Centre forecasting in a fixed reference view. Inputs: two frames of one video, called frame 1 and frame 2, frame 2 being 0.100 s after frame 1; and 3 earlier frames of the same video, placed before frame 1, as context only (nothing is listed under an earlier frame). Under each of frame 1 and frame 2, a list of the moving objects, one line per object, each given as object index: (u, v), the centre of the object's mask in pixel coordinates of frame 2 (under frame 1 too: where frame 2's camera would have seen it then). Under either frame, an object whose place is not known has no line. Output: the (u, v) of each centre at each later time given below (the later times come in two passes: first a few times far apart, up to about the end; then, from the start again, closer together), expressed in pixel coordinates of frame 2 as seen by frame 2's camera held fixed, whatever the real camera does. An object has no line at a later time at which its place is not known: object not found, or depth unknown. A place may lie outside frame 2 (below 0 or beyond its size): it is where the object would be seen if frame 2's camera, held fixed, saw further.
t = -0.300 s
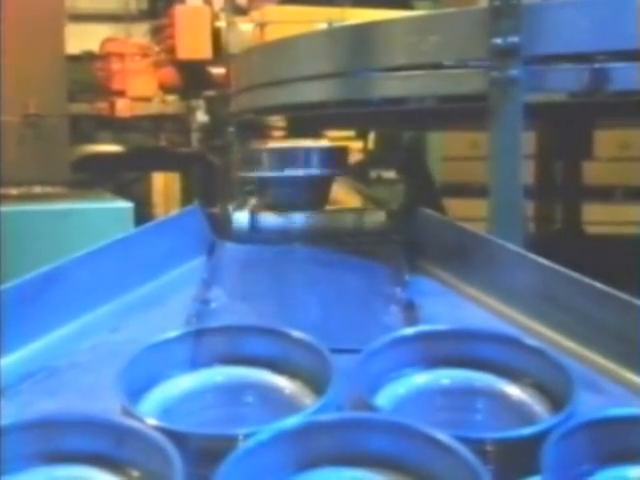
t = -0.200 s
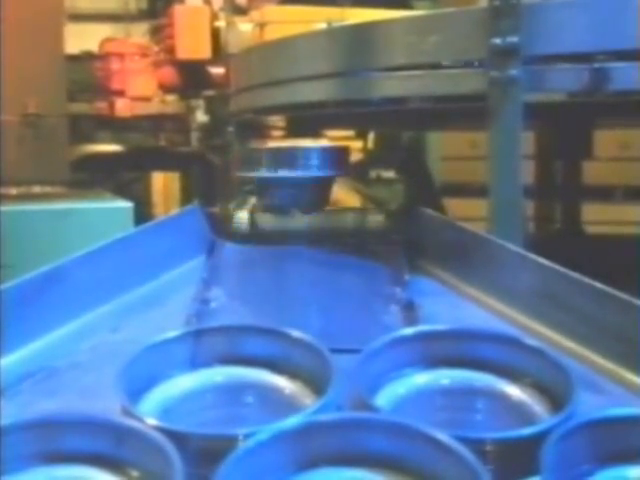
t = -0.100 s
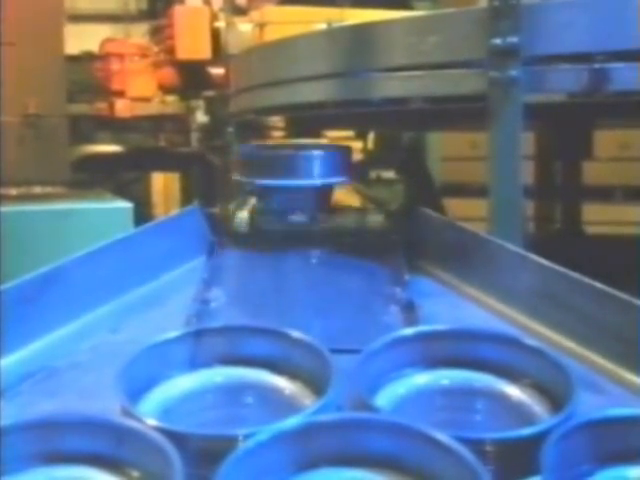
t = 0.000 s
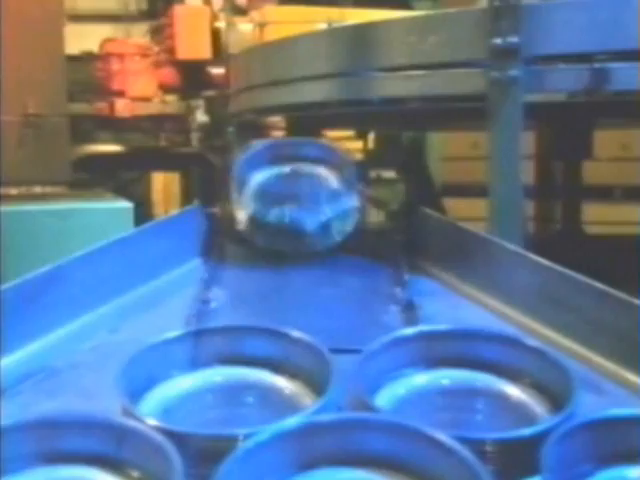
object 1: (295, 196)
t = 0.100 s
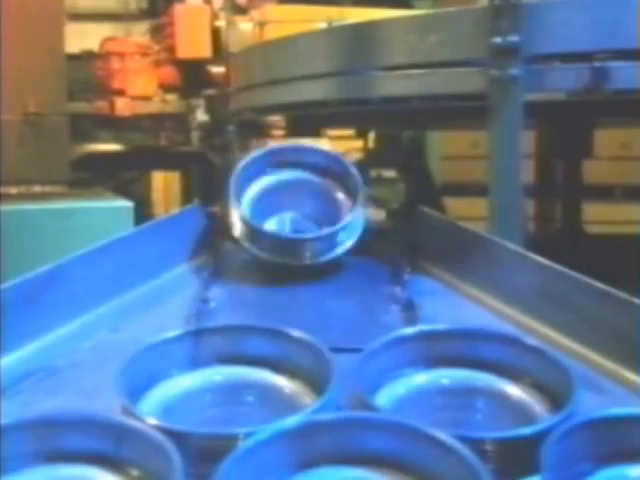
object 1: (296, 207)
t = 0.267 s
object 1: (296, 255)
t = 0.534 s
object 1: (316, 289)
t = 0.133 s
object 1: (294, 215)
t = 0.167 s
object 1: (293, 226)
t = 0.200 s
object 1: (291, 240)
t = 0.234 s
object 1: (291, 249)
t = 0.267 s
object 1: (296, 255)
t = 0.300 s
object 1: (299, 259)
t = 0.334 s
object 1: (300, 269)
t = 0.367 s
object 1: (301, 276)
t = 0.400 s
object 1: (307, 284)
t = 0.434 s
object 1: (308, 291)
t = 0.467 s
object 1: (311, 292)
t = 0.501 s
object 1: (329, 294)
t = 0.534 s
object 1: (316, 289)
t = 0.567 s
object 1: (338, 300)
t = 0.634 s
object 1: (347, 300)
